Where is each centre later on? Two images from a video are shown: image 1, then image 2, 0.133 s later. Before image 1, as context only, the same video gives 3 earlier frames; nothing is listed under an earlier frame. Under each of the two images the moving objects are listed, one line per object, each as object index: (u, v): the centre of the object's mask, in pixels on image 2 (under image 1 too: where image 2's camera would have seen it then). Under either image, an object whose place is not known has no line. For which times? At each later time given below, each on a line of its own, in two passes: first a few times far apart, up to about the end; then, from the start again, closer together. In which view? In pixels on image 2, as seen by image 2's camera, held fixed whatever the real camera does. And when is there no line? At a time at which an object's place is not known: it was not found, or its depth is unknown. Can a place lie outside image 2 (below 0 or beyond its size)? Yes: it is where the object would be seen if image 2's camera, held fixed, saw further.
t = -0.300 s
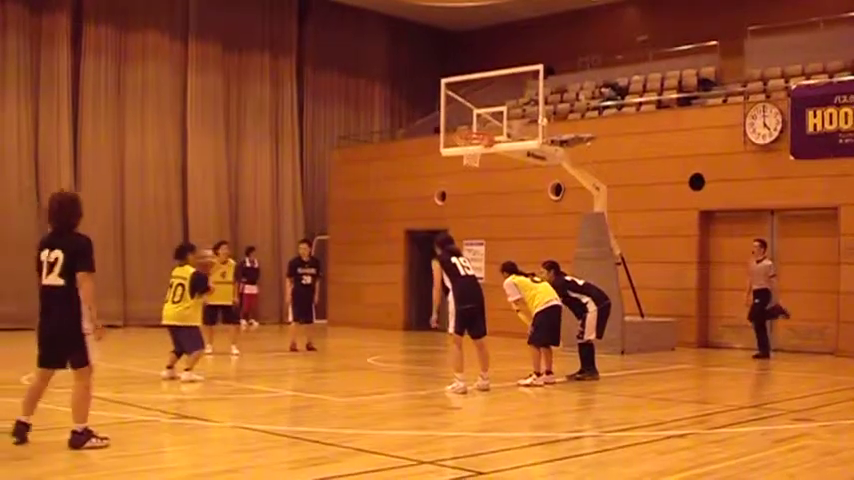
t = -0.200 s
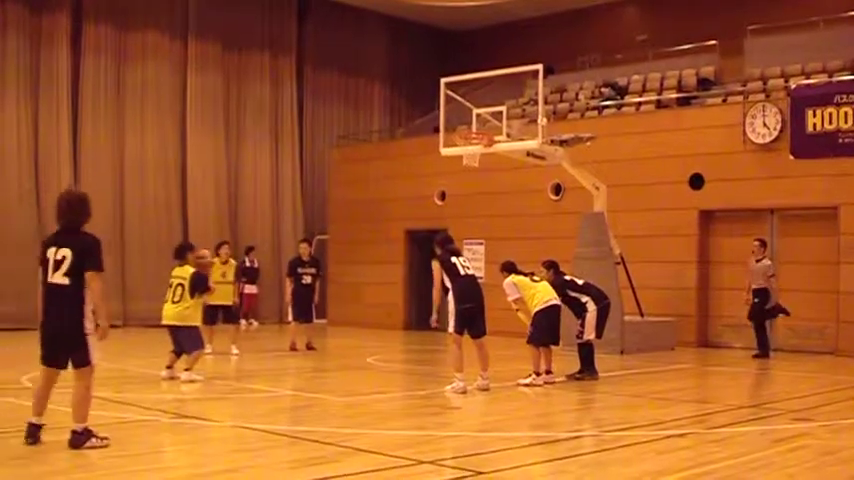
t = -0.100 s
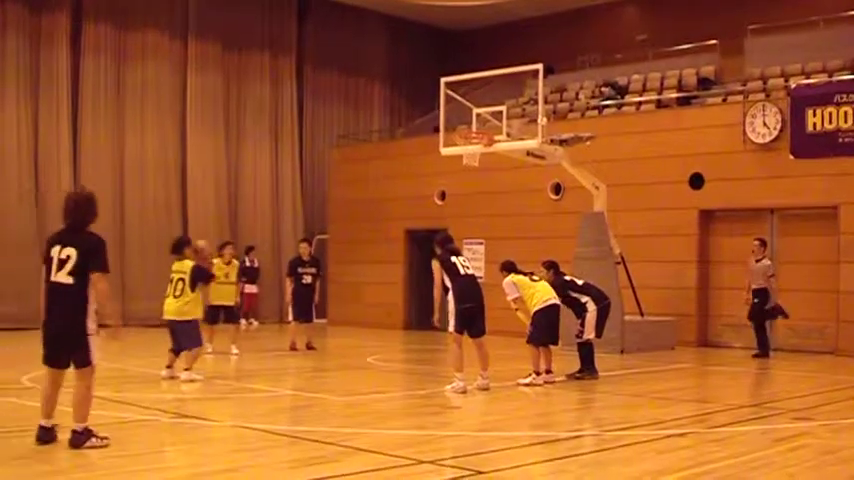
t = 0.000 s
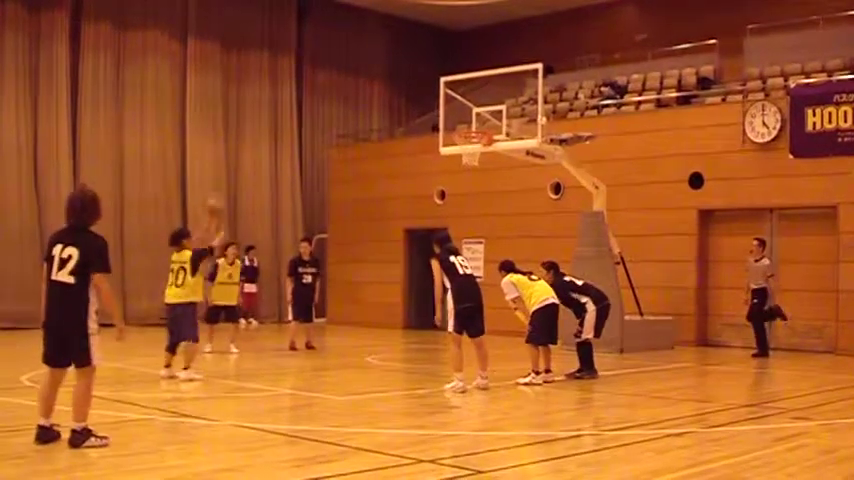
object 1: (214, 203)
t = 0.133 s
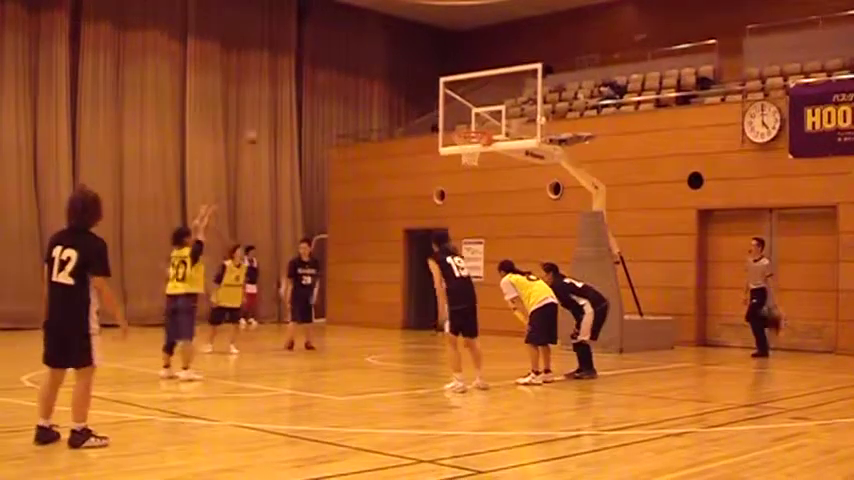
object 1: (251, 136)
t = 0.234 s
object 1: (282, 101)
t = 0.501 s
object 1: (354, 53)
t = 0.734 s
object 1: (405, 59)
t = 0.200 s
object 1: (271, 112)
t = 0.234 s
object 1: (282, 101)
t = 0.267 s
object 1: (295, 88)
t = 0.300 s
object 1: (304, 84)
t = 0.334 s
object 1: (312, 77)
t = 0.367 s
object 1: (322, 68)
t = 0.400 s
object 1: (331, 67)
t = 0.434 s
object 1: (339, 59)
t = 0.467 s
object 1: (345, 56)
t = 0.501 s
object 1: (354, 53)
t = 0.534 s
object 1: (361, 52)
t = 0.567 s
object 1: (369, 50)
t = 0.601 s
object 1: (377, 51)
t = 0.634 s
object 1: (384, 53)
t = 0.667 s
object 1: (391, 54)
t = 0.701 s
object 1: (398, 56)
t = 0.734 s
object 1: (405, 59)
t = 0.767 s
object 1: (412, 64)
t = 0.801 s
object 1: (419, 69)
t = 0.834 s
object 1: (425, 75)
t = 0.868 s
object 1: (431, 82)
